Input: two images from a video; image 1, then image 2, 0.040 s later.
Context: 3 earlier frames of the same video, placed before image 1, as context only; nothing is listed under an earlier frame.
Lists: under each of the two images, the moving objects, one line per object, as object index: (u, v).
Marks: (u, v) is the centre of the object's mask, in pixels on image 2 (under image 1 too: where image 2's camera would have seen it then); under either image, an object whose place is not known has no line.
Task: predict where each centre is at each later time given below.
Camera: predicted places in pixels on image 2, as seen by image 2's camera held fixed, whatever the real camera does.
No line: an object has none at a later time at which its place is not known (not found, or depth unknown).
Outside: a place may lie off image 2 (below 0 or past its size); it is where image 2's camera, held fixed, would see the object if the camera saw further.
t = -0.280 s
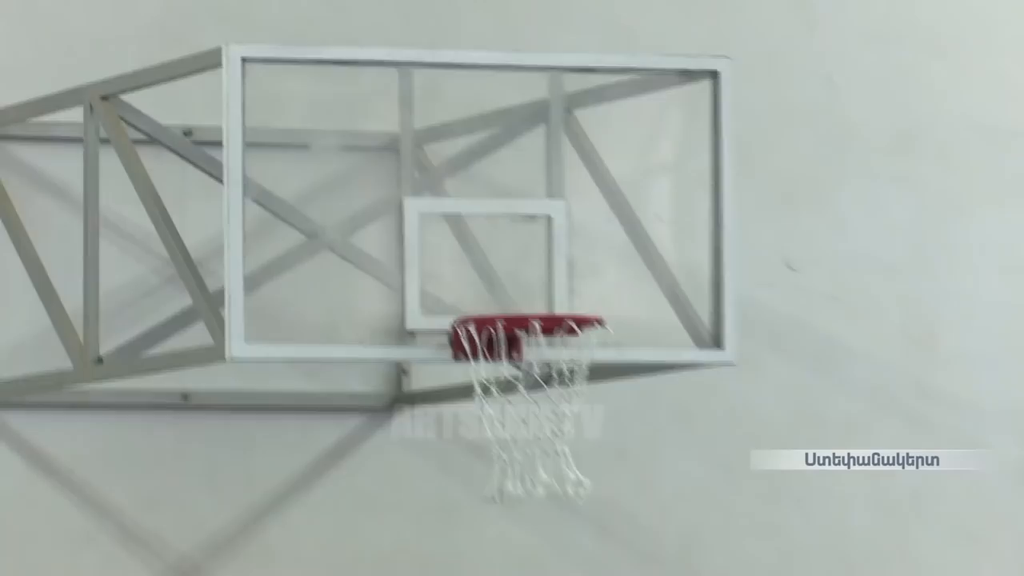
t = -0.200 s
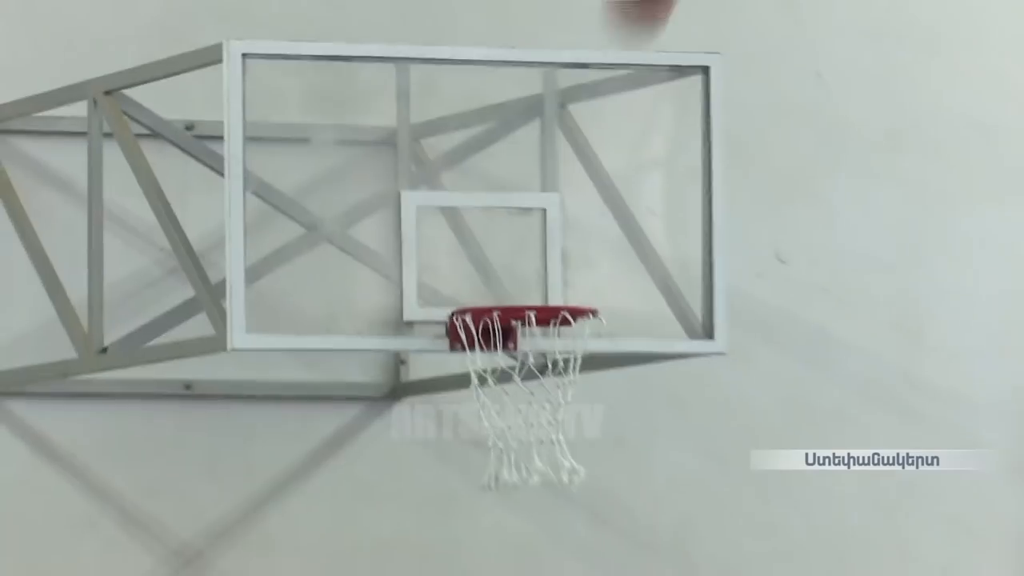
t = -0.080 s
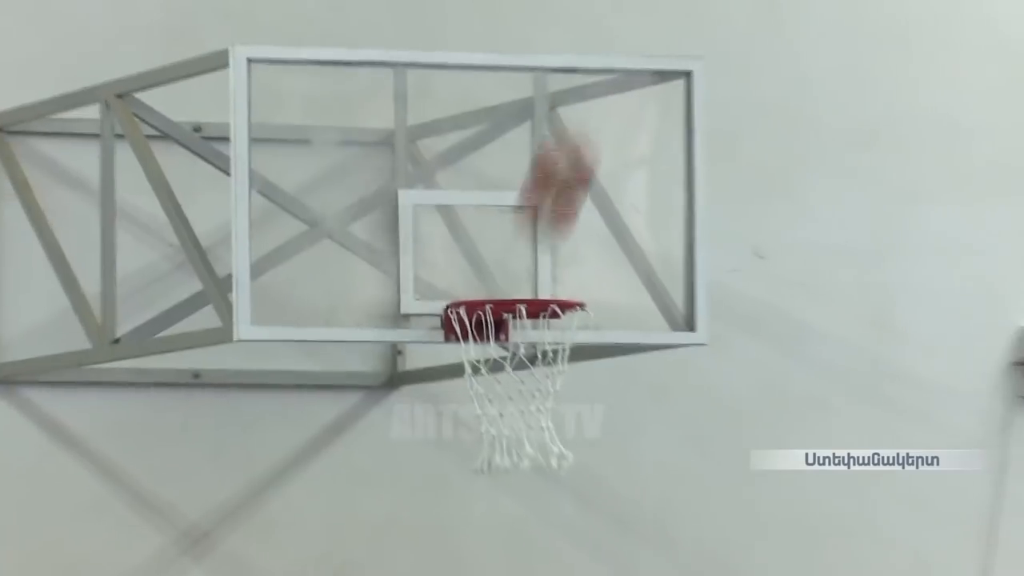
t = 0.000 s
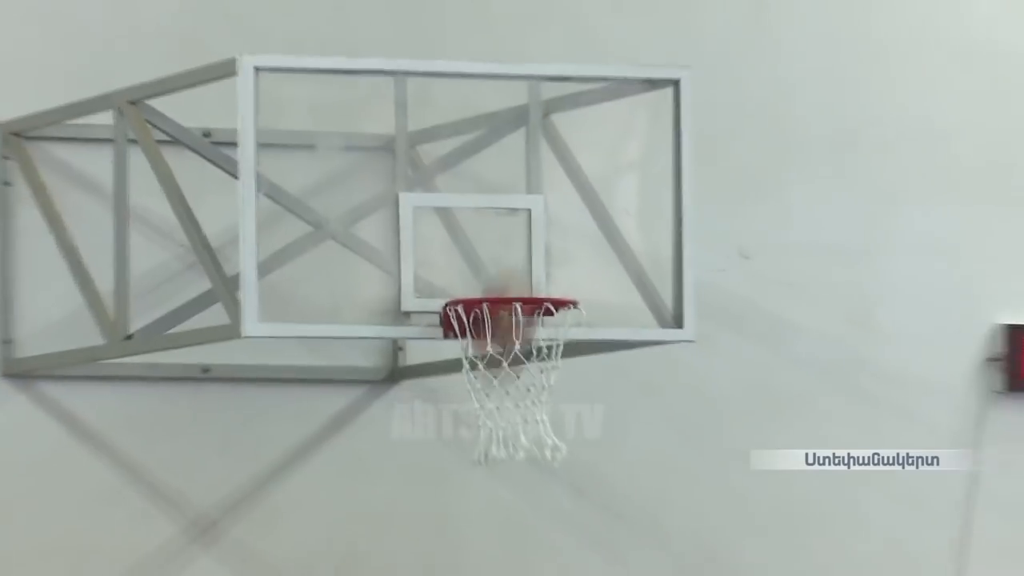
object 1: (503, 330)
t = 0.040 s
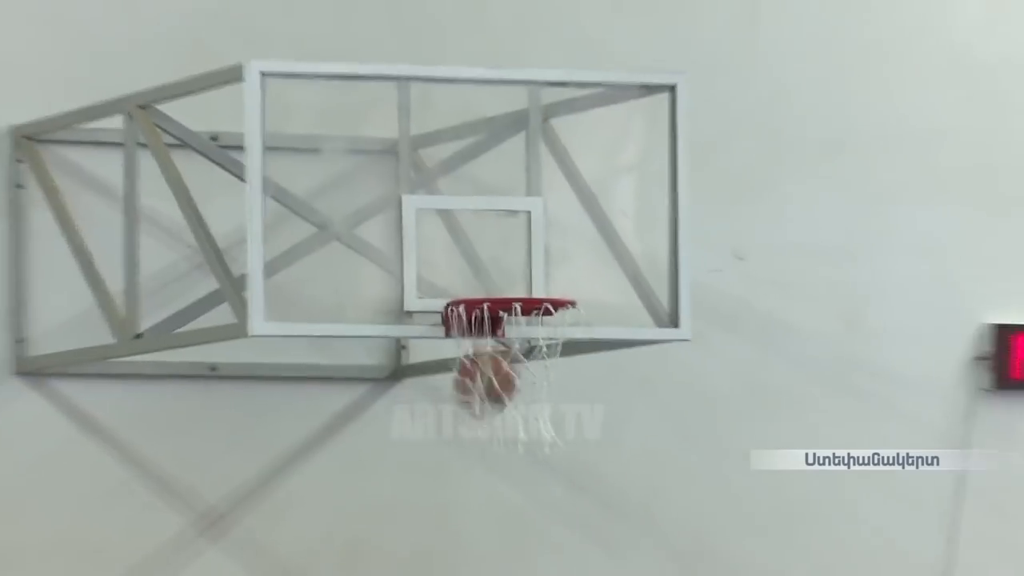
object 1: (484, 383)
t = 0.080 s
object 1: (475, 405)
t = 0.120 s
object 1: (467, 426)
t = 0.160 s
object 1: (459, 455)
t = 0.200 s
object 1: (451, 486)
